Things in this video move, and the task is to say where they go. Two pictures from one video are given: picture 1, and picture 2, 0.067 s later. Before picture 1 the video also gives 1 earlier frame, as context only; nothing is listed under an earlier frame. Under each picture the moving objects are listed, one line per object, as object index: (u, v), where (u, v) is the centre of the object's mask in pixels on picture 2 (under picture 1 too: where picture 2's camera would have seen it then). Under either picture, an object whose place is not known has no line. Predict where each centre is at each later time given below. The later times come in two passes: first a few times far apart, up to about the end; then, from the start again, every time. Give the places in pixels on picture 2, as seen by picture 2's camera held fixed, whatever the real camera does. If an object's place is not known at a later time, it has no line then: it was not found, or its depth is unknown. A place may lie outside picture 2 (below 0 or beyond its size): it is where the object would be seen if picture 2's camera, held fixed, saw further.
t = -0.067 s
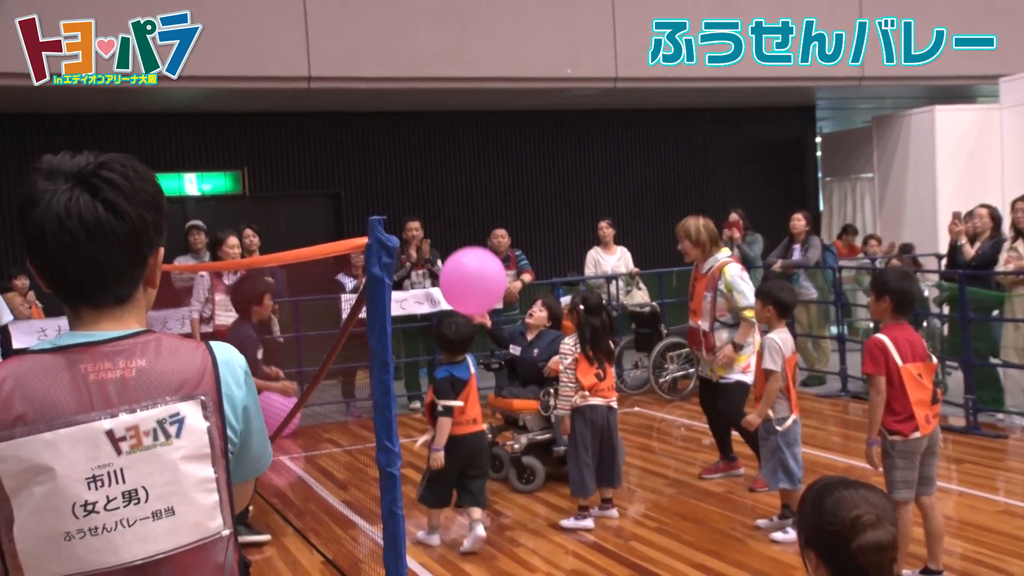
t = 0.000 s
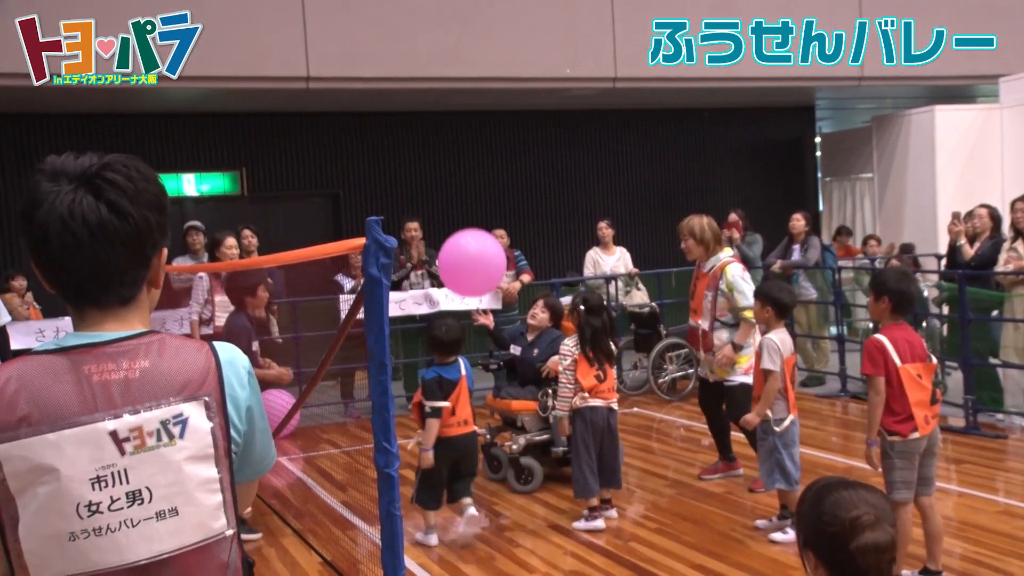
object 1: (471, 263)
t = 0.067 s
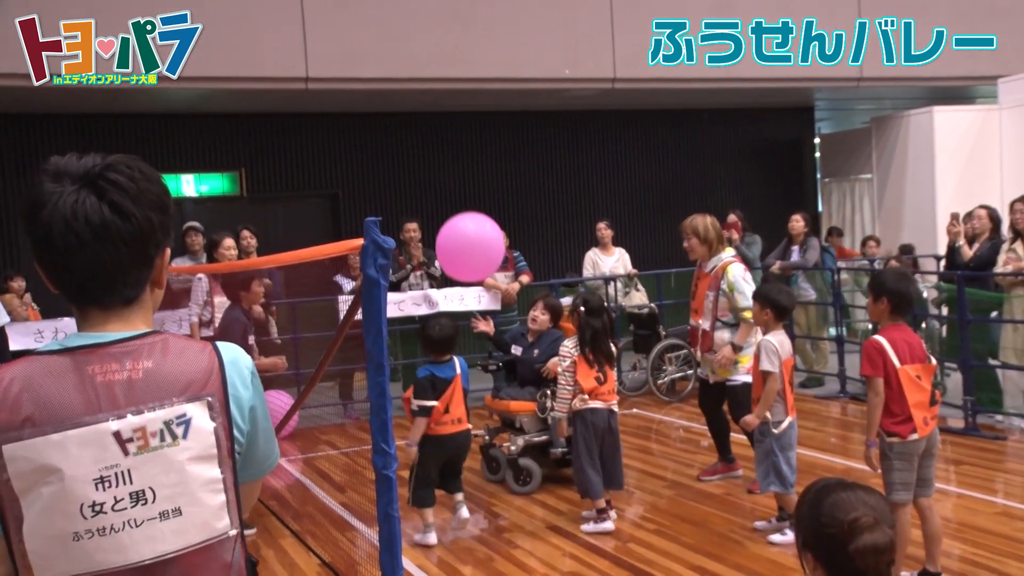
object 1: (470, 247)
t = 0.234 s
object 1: (464, 210)
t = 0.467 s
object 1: (460, 184)
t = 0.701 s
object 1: (459, 185)
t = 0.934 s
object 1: (461, 219)
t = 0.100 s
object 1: (469, 238)
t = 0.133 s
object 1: (467, 230)
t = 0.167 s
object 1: (466, 223)
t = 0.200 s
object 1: (465, 216)
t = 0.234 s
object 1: (464, 210)
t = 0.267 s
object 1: (463, 205)
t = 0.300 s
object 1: (462, 200)
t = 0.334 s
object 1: (462, 196)
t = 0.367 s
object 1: (461, 192)
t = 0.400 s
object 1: (461, 189)
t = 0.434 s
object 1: (460, 186)
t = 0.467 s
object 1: (460, 184)
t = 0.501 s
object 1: (460, 182)
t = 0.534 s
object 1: (459, 181)
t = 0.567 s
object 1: (459, 181)
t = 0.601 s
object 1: (459, 181)
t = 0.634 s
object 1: (459, 182)
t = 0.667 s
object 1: (459, 184)
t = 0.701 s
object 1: (459, 185)
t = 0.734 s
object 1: (459, 188)
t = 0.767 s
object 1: (459, 192)
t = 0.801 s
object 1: (459, 196)
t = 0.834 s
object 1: (459, 200)
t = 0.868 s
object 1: (460, 206)
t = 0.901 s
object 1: (460, 212)
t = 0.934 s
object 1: (461, 219)
